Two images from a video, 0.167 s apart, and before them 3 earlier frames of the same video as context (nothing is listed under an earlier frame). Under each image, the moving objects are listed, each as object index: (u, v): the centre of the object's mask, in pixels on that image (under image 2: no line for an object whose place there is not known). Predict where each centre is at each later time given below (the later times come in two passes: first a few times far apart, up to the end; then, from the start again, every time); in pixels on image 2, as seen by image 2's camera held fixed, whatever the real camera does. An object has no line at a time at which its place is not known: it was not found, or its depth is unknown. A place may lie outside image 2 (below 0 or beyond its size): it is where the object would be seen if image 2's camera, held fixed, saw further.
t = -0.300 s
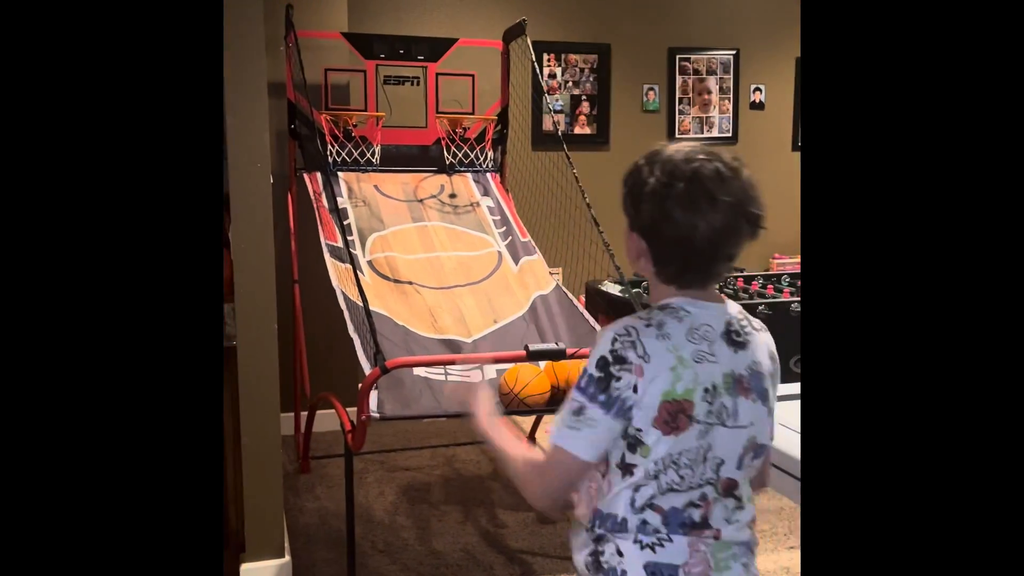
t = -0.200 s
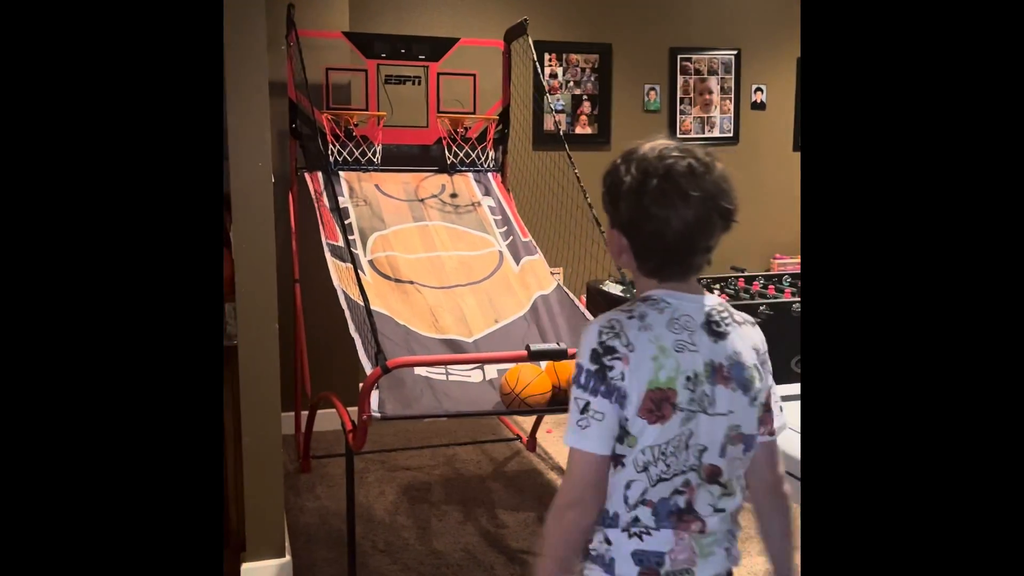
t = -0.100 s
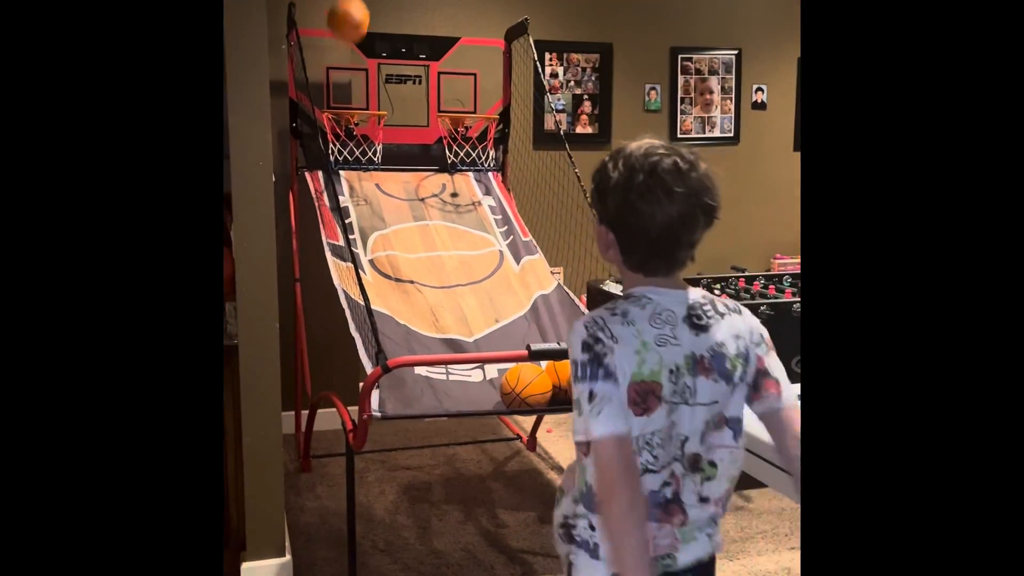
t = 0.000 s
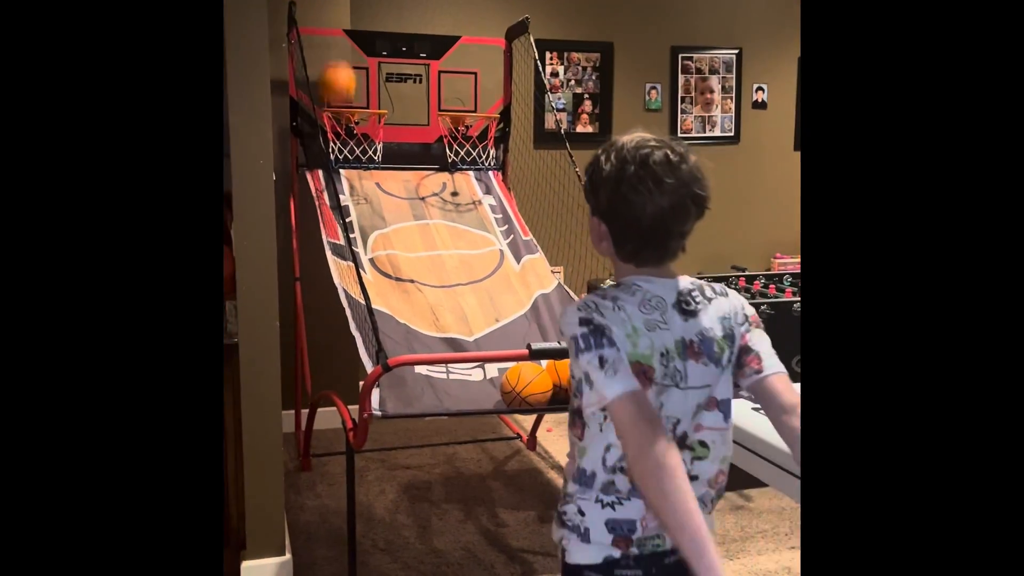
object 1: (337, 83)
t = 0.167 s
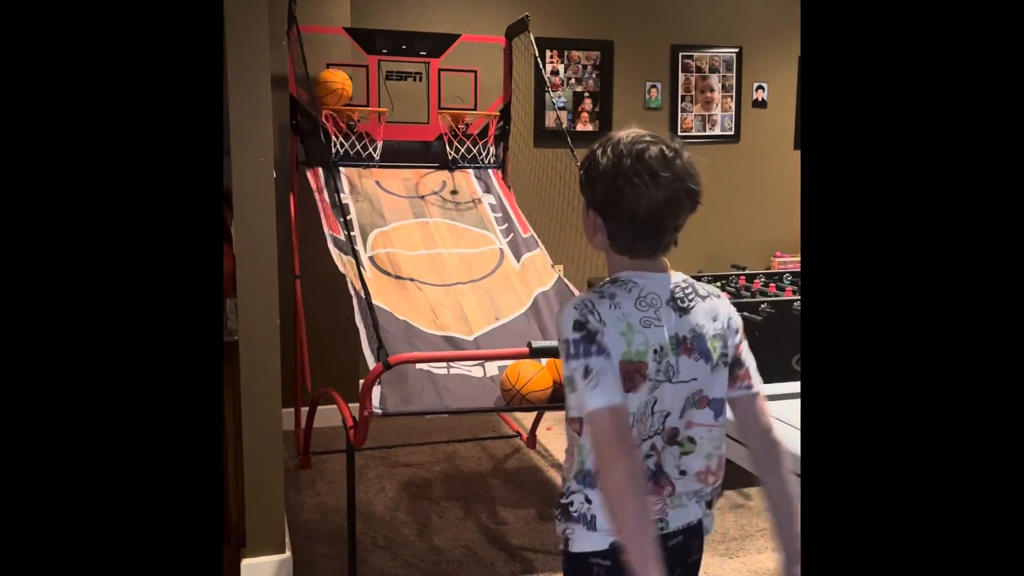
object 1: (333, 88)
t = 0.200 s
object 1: (333, 88)
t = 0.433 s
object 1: (341, 92)
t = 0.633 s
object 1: (354, 145)
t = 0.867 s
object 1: (368, 227)
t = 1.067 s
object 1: (395, 270)
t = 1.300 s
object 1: (447, 334)
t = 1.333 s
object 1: (456, 347)
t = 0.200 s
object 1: (333, 88)
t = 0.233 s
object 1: (334, 88)
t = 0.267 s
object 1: (334, 88)
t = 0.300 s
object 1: (334, 89)
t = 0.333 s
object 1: (335, 89)
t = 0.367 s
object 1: (336, 89)
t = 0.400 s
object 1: (338, 90)
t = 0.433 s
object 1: (341, 92)
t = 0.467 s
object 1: (343, 95)
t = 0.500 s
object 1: (347, 108)
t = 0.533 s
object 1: (348, 116)
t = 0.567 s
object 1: (351, 127)
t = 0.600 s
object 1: (353, 135)
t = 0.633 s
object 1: (354, 145)
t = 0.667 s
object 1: (355, 155)
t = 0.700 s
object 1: (357, 167)
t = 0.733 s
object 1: (358, 183)
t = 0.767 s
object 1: (361, 197)
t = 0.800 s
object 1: (364, 211)
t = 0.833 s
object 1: (366, 221)
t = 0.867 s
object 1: (368, 227)
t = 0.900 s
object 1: (372, 232)
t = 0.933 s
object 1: (376, 239)
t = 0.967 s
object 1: (381, 247)
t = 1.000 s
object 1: (386, 255)
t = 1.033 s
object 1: (391, 262)
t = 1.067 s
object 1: (395, 270)
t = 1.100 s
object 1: (402, 279)
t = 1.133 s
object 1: (407, 287)
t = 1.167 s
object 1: (415, 298)
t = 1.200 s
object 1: (422, 308)
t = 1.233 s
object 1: (430, 319)
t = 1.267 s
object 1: (438, 328)
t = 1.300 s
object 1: (447, 334)
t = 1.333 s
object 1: (456, 347)
